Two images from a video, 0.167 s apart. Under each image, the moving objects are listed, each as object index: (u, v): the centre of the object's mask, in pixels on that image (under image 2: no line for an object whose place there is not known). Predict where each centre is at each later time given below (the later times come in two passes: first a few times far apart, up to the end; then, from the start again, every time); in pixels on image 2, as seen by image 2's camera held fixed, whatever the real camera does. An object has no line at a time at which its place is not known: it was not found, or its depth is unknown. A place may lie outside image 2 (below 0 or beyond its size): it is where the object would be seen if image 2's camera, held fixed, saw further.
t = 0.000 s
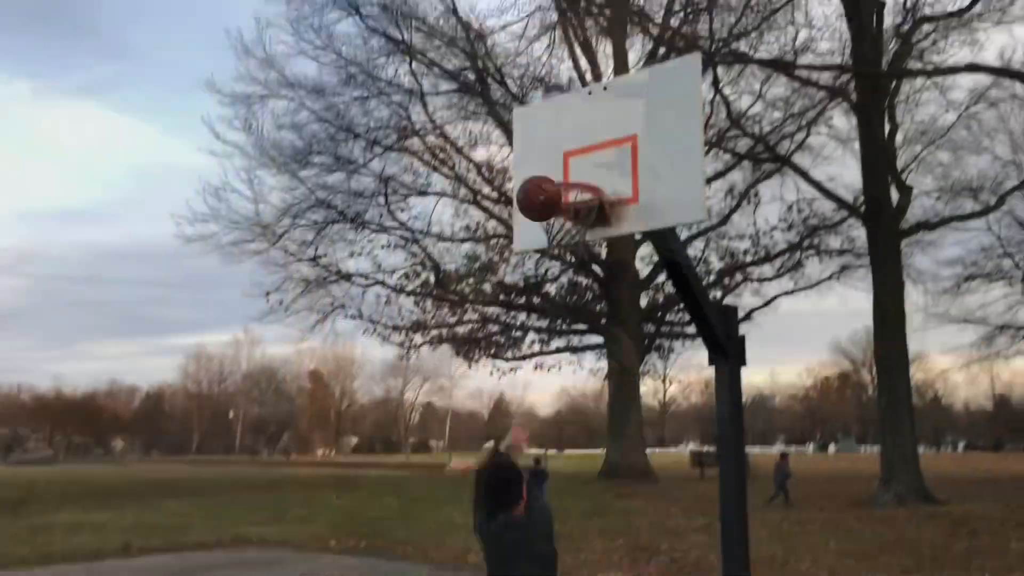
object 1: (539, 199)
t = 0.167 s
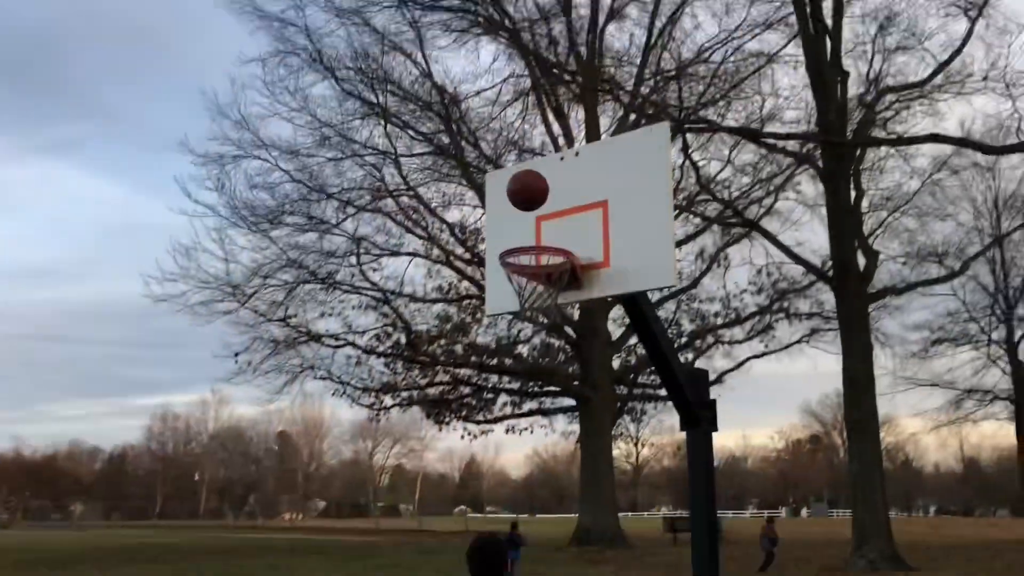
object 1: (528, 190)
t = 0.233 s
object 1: (534, 176)
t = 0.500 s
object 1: (556, 192)
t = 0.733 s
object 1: (552, 231)
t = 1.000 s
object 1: (507, 218)
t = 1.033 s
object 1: (502, 214)
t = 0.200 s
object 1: (531, 182)
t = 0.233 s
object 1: (534, 176)
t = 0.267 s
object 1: (537, 172)
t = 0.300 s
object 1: (540, 170)
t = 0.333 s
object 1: (543, 170)
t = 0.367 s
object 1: (546, 171)
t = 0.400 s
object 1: (549, 174)
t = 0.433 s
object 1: (551, 178)
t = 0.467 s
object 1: (554, 185)
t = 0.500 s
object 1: (556, 192)
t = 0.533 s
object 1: (559, 202)
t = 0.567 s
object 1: (562, 212)
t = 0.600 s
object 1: (564, 223)
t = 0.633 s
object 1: (568, 235)
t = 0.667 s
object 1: (565, 238)
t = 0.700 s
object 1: (559, 234)
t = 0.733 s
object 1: (552, 231)
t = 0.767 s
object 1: (546, 228)
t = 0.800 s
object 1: (540, 226)
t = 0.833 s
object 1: (534, 225)
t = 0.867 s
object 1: (528, 227)
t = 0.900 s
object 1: (522, 229)
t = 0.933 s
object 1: (516, 231)
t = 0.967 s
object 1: (512, 224)
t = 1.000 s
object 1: (507, 218)
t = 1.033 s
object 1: (502, 214)
